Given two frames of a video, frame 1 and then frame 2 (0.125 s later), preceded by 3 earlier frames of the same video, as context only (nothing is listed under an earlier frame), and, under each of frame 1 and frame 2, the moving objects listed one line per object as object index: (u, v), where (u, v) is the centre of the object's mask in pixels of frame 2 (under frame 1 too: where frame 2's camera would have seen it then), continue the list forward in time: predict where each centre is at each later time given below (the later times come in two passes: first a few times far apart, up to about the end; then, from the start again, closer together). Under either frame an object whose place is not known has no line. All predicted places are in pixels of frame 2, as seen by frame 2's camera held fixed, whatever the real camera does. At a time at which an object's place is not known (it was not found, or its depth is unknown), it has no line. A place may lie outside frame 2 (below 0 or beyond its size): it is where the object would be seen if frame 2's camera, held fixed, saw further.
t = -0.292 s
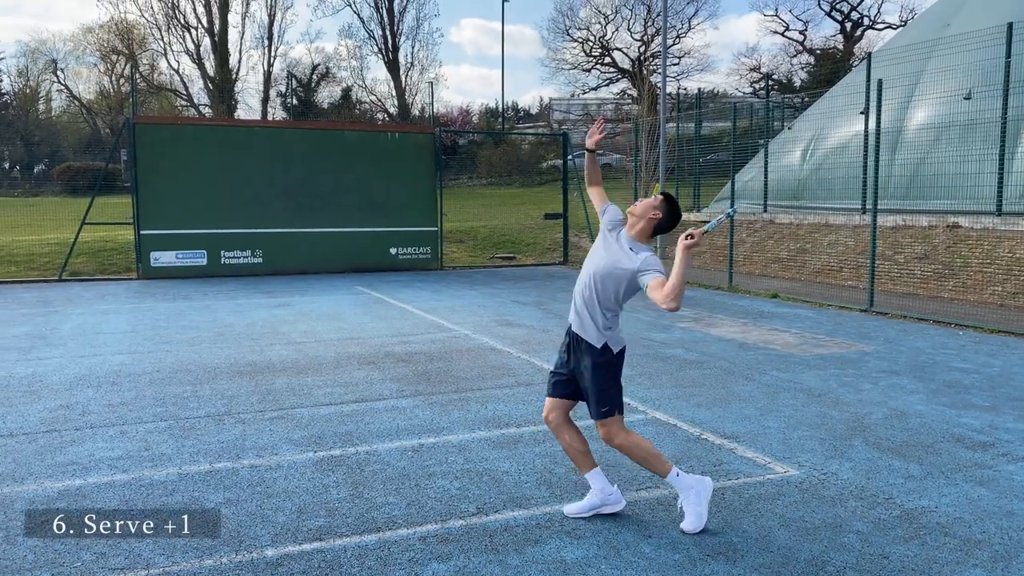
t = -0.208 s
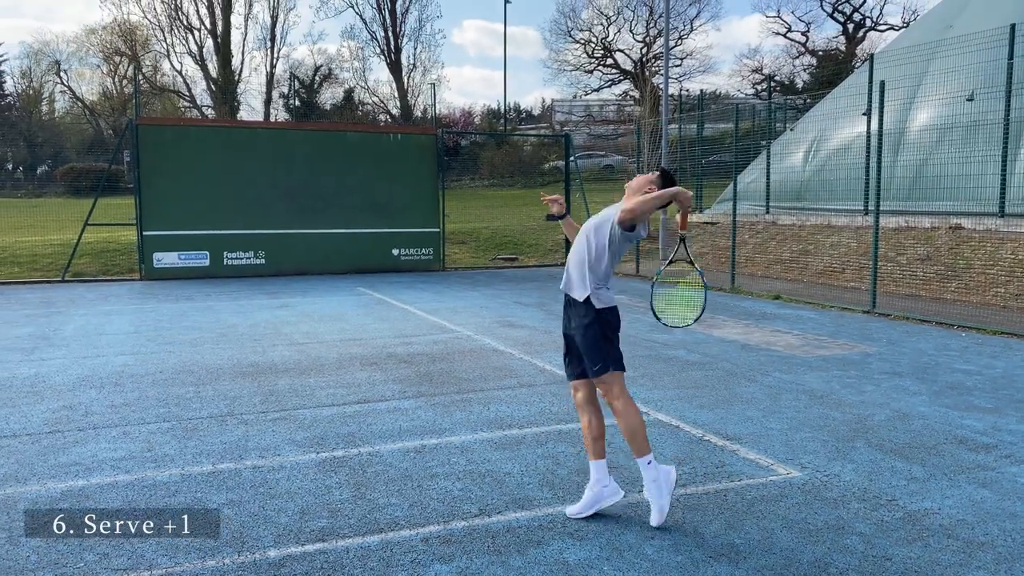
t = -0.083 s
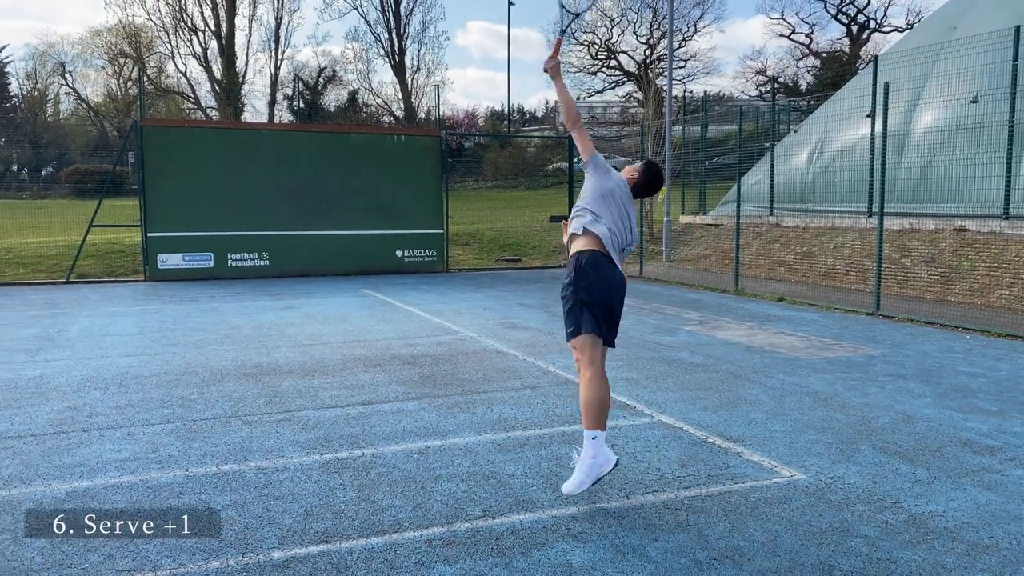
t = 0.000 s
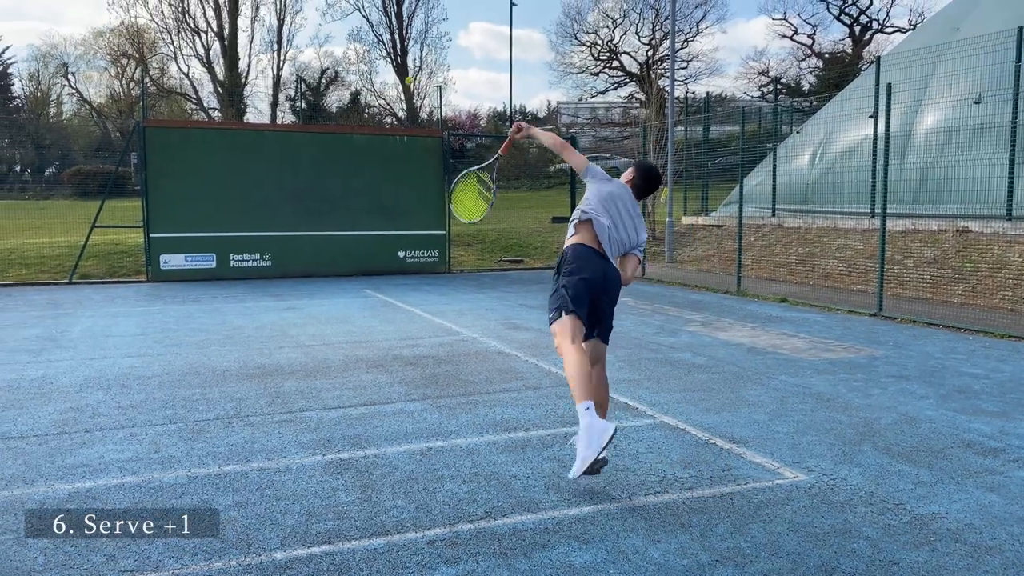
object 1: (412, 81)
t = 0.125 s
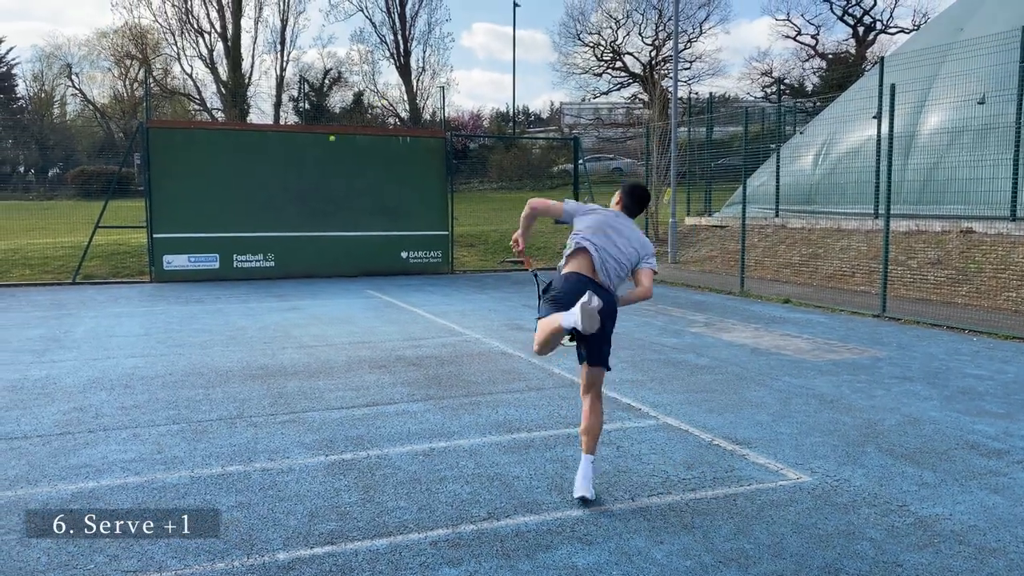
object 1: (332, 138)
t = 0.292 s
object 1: (290, 184)
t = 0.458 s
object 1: (297, 182)
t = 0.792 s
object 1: (327, 225)
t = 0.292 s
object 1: (290, 184)
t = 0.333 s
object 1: (290, 185)
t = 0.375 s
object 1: (292, 184)
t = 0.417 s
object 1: (295, 182)
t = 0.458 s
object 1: (297, 182)
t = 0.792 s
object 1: (327, 225)
